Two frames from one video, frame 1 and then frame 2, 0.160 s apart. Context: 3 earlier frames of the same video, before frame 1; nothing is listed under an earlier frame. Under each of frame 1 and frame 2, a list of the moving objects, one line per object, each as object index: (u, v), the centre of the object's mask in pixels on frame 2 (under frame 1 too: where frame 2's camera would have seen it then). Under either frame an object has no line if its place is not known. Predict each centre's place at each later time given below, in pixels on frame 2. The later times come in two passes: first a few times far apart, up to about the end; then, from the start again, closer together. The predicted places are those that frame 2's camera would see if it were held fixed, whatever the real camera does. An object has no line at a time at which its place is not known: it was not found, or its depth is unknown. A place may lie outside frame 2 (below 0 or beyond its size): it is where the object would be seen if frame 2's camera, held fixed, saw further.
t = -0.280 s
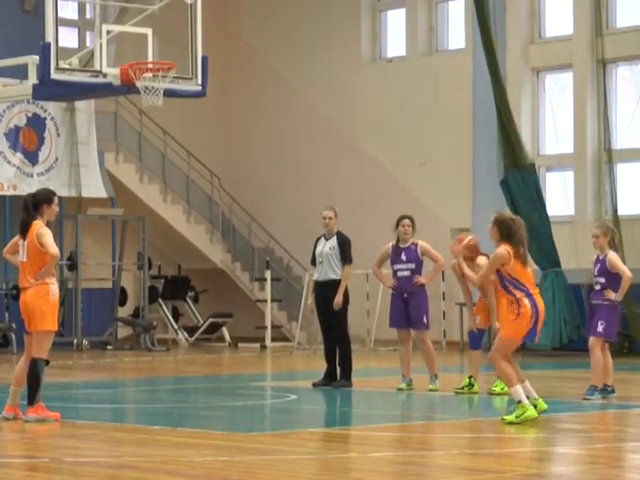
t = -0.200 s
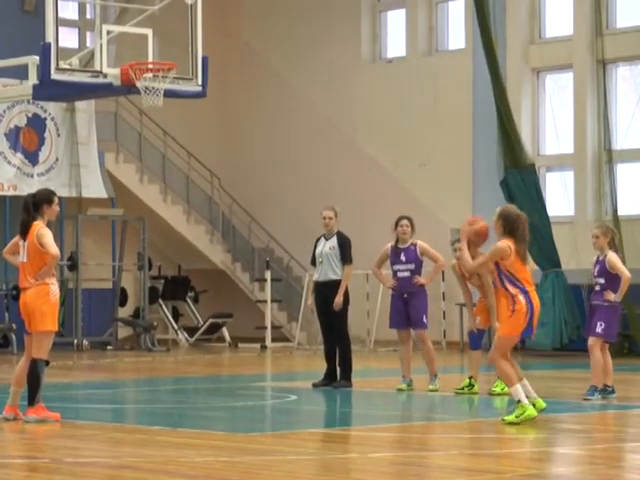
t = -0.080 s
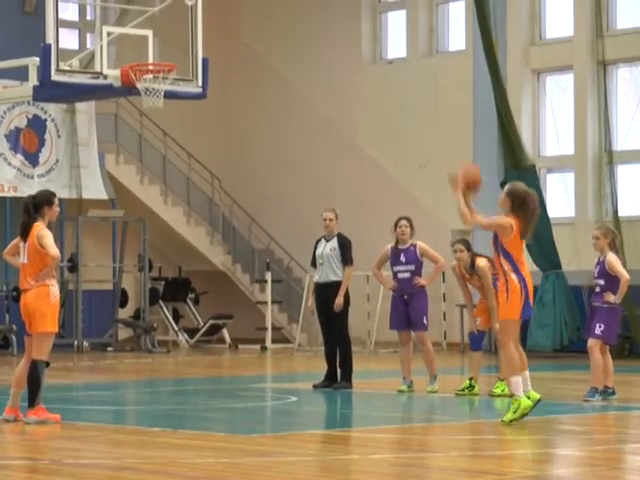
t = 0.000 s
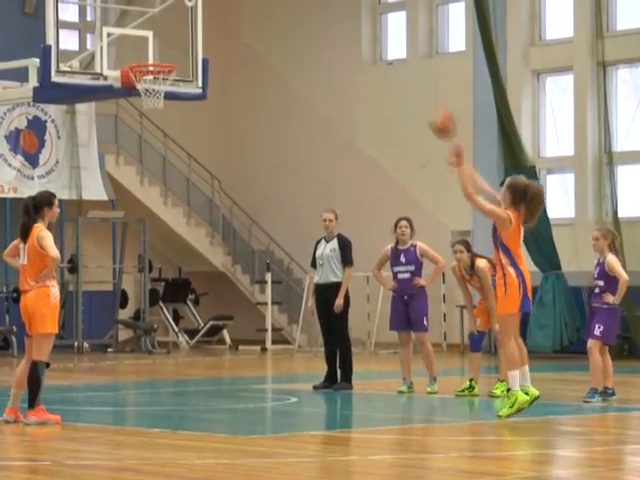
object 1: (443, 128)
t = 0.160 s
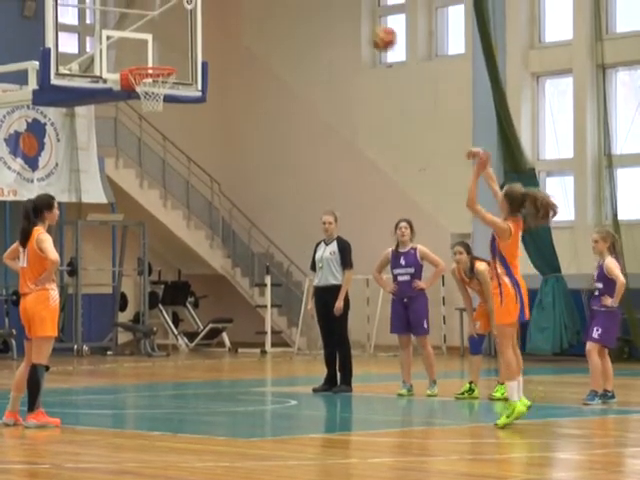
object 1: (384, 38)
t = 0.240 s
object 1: (357, 9)
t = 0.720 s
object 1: (212, -4)
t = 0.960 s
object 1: (150, 68)
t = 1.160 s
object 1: (149, 92)
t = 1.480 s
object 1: (174, 178)
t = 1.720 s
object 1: (193, 315)
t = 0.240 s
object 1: (357, 9)
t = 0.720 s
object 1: (212, -4)
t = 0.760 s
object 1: (200, -1)
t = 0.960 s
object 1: (150, 68)
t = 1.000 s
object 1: (140, 87)
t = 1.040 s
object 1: (140, 88)
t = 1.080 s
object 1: (142, 88)
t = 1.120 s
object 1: (145, 90)
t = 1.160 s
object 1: (149, 92)
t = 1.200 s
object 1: (152, 98)
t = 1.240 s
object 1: (155, 104)
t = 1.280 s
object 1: (158, 113)
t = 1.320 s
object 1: (161, 122)
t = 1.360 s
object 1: (166, 134)
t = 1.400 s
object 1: (169, 146)
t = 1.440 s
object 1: (173, 162)
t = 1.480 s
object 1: (174, 178)
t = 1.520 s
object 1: (178, 195)
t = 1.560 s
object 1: (181, 217)
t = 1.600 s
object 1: (184, 240)
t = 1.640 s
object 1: (186, 261)
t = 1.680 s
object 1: (190, 289)
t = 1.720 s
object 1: (193, 315)
